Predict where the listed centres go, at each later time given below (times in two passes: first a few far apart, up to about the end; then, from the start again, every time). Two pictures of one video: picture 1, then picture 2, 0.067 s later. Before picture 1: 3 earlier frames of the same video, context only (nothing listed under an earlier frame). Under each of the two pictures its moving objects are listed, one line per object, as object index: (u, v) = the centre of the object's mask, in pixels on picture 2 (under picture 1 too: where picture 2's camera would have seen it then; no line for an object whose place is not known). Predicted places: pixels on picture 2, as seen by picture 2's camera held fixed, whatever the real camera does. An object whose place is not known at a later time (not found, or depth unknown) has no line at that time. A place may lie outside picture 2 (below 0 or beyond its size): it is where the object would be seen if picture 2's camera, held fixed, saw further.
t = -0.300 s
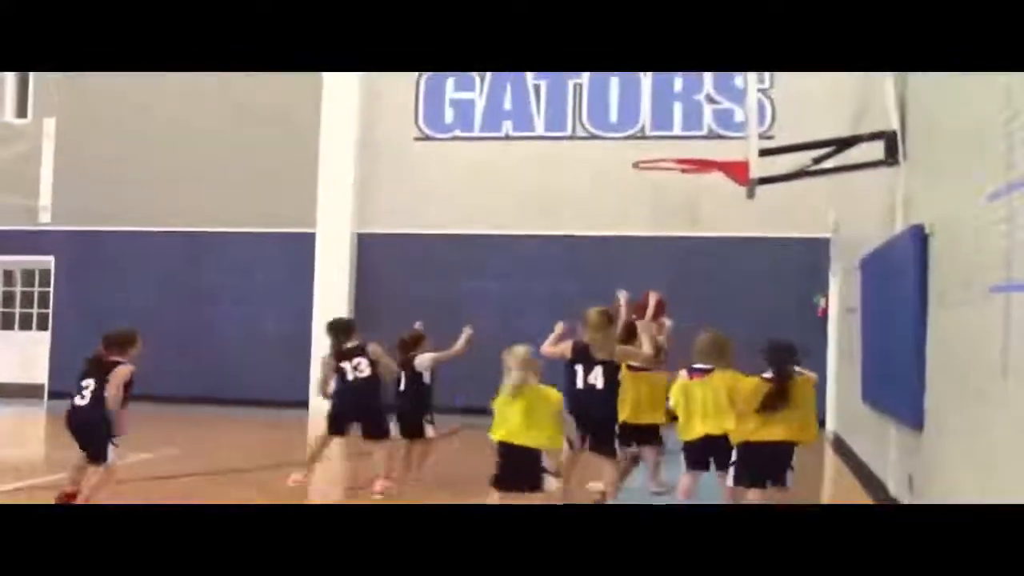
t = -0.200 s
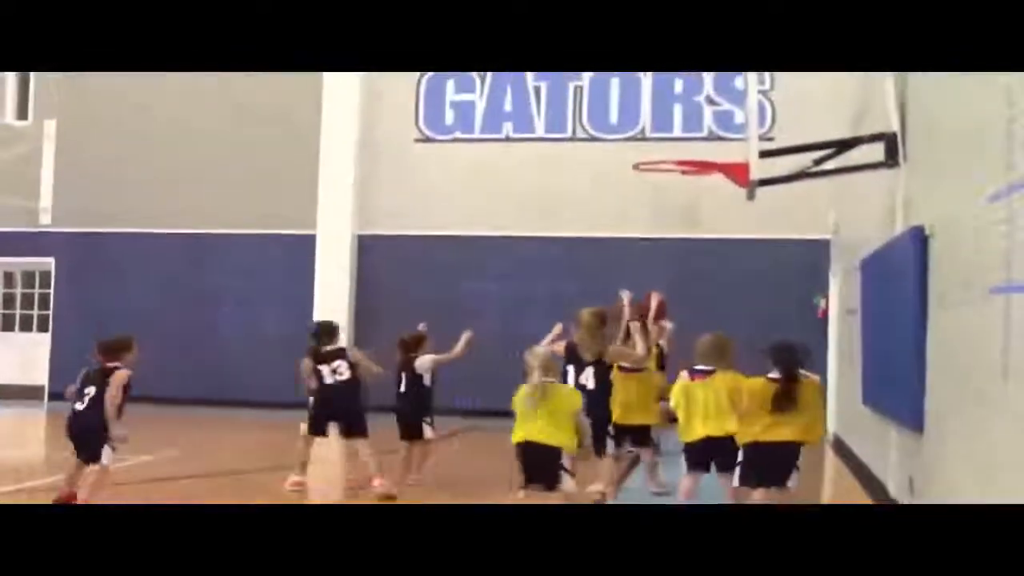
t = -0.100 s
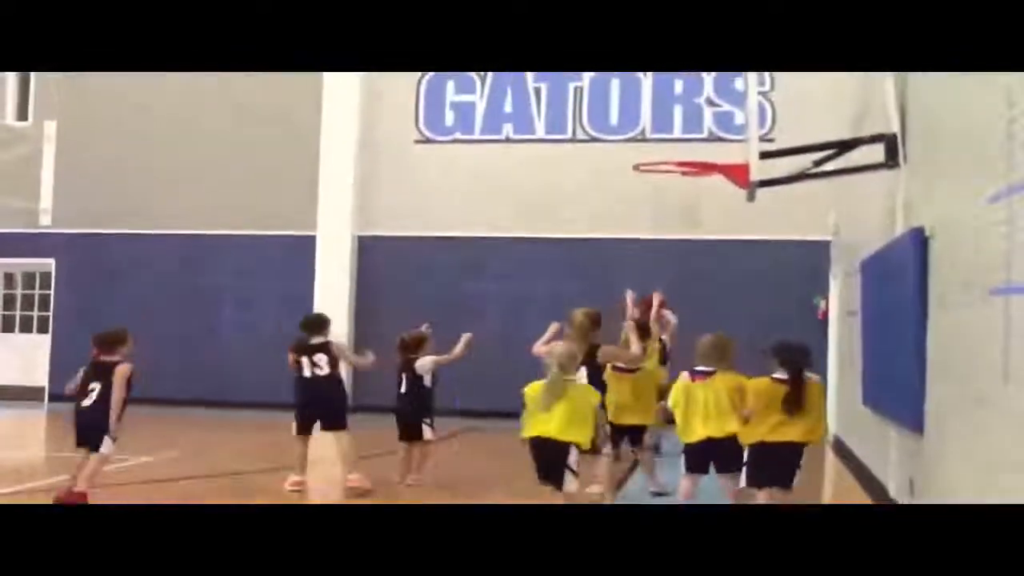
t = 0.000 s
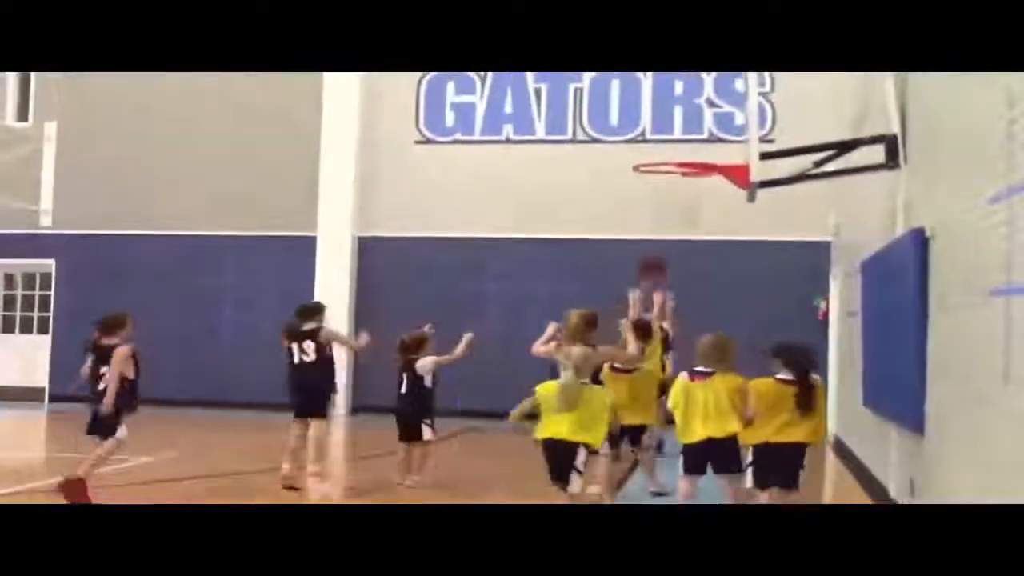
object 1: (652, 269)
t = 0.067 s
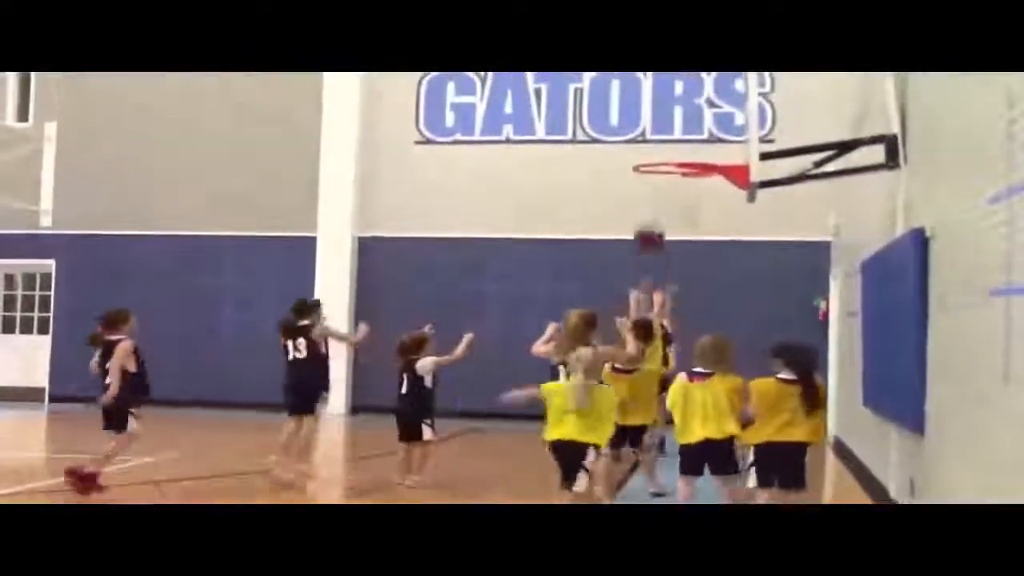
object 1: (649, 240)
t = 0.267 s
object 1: (643, 177)
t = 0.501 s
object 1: (634, 156)
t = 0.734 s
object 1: (623, 197)
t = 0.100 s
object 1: (647, 225)
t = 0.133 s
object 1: (646, 215)
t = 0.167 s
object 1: (645, 204)
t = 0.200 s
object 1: (645, 194)
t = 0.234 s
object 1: (644, 187)
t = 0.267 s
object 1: (643, 177)
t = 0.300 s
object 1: (642, 171)
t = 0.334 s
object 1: (641, 166)
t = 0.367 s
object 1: (640, 161)
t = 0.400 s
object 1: (639, 159)
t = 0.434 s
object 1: (637, 157)
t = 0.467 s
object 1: (636, 156)
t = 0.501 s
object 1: (634, 156)
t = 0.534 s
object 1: (633, 157)
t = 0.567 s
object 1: (631, 160)
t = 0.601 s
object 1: (630, 164)
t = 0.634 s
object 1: (628, 170)
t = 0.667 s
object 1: (626, 178)
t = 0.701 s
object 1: (624, 186)
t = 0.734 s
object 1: (623, 197)
